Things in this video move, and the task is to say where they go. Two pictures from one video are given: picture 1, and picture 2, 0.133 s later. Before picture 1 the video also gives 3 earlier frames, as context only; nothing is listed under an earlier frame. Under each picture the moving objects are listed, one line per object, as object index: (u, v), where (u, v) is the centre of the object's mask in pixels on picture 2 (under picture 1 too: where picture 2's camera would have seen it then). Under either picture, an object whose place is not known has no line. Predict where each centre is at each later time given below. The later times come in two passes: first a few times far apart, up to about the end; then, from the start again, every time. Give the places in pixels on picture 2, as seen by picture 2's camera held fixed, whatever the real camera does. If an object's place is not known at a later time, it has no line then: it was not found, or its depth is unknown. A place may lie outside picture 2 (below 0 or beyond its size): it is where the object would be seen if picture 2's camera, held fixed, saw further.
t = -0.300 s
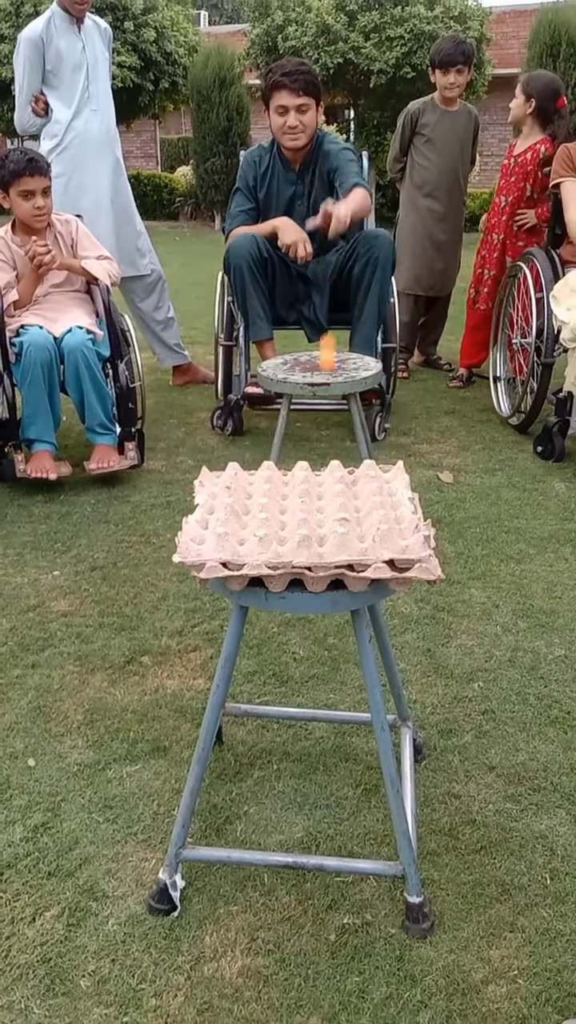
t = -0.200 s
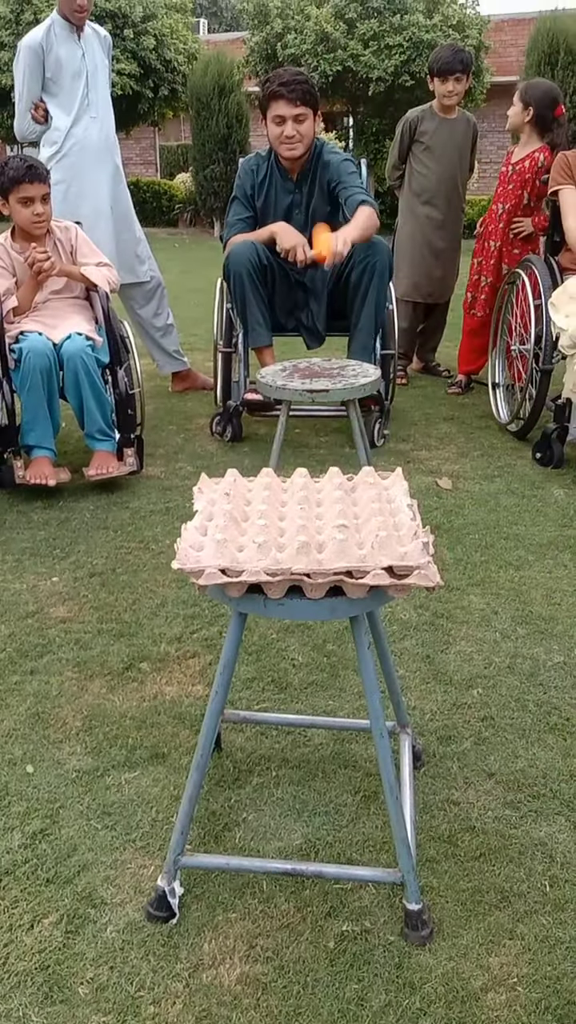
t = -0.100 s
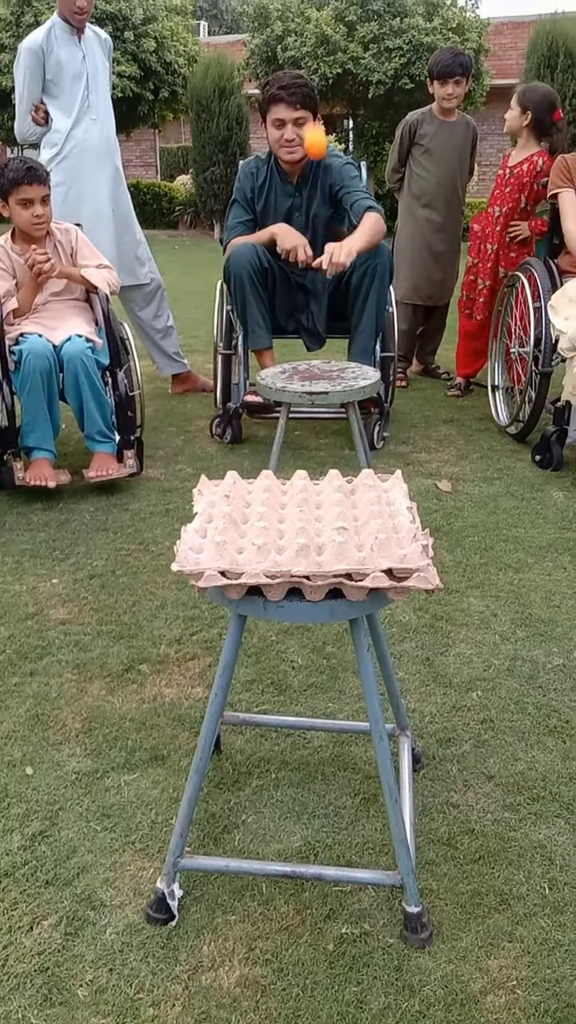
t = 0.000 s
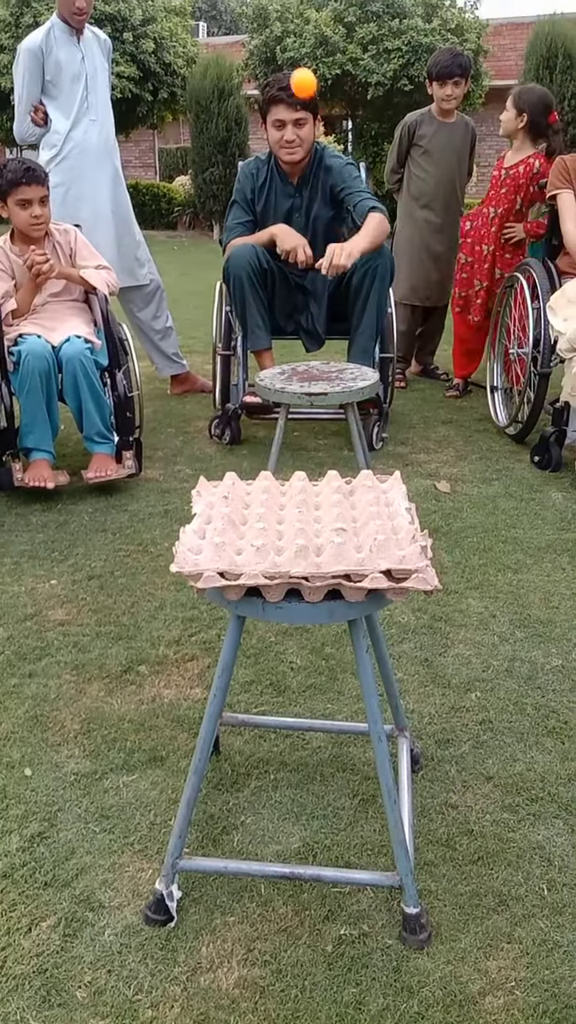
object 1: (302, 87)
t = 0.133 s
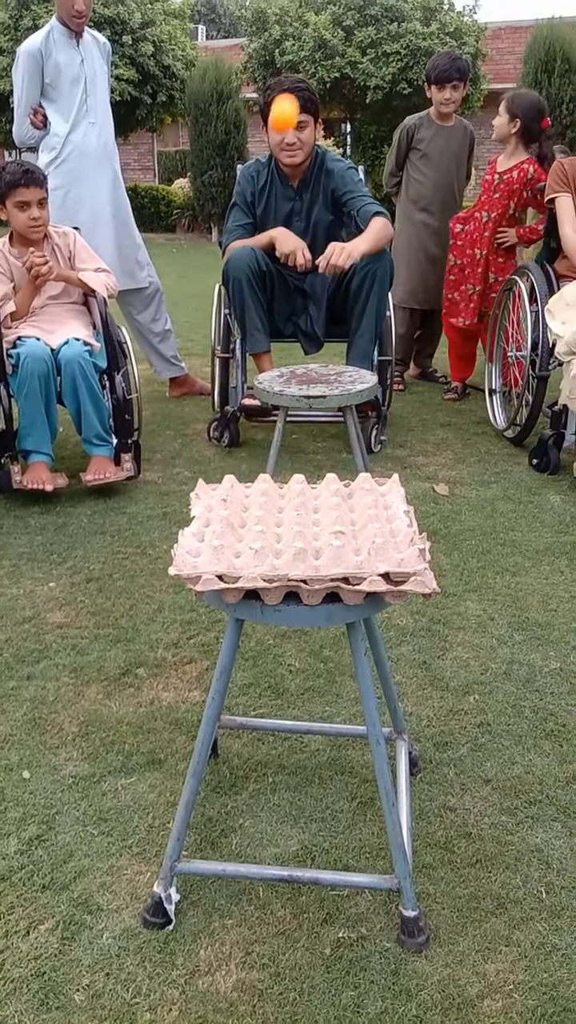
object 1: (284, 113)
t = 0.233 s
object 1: (267, 238)
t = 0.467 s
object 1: (240, 524)
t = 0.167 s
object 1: (278, 145)
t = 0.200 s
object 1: (273, 187)
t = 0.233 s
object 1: (267, 238)
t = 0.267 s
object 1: (263, 300)
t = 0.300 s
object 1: (258, 370)
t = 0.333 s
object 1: (252, 447)
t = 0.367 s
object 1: (241, 525)
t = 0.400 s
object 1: (240, 524)
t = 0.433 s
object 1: (240, 523)
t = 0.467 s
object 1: (240, 524)
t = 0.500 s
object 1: (240, 526)
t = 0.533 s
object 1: (240, 525)
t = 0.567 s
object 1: (240, 526)
